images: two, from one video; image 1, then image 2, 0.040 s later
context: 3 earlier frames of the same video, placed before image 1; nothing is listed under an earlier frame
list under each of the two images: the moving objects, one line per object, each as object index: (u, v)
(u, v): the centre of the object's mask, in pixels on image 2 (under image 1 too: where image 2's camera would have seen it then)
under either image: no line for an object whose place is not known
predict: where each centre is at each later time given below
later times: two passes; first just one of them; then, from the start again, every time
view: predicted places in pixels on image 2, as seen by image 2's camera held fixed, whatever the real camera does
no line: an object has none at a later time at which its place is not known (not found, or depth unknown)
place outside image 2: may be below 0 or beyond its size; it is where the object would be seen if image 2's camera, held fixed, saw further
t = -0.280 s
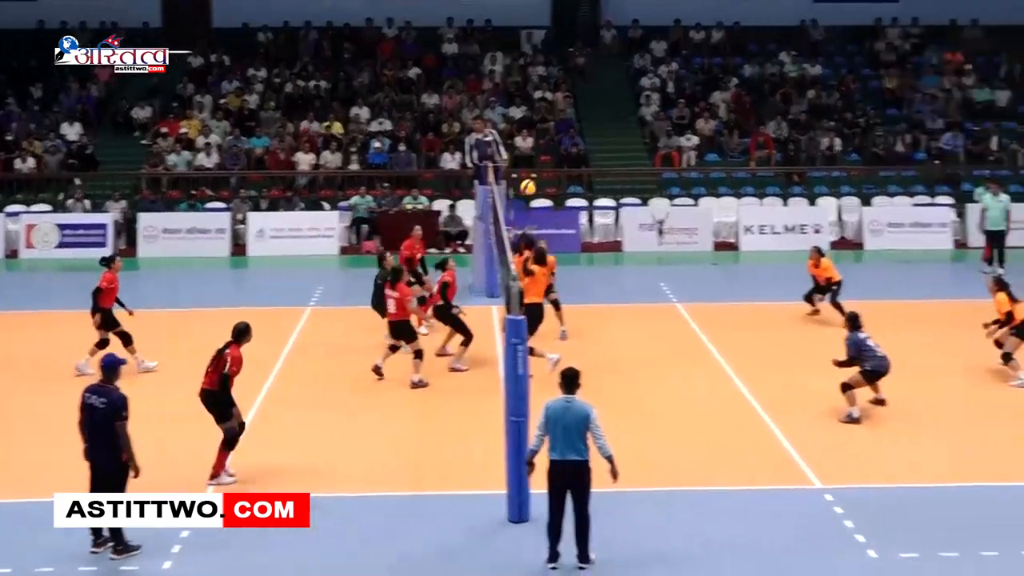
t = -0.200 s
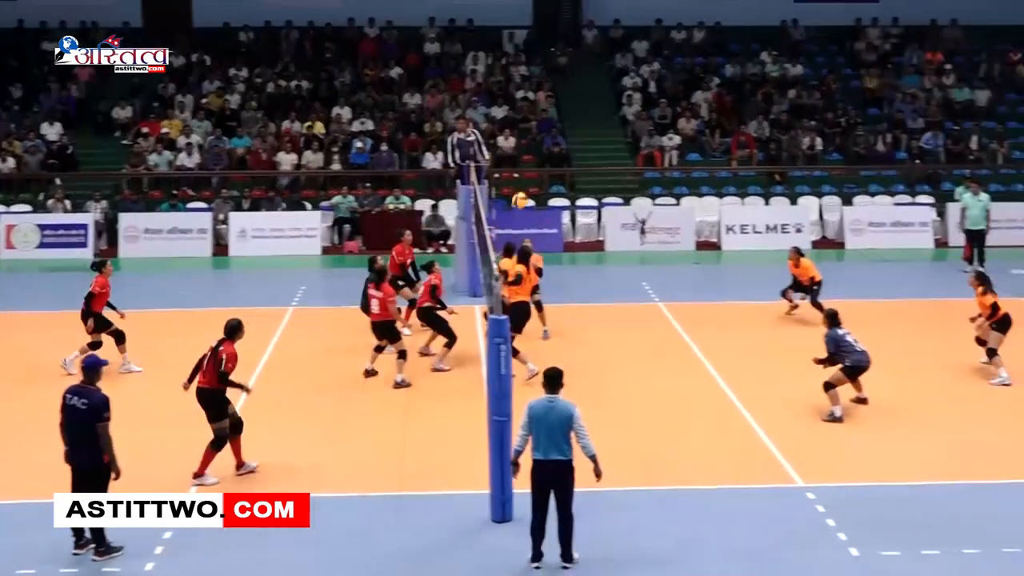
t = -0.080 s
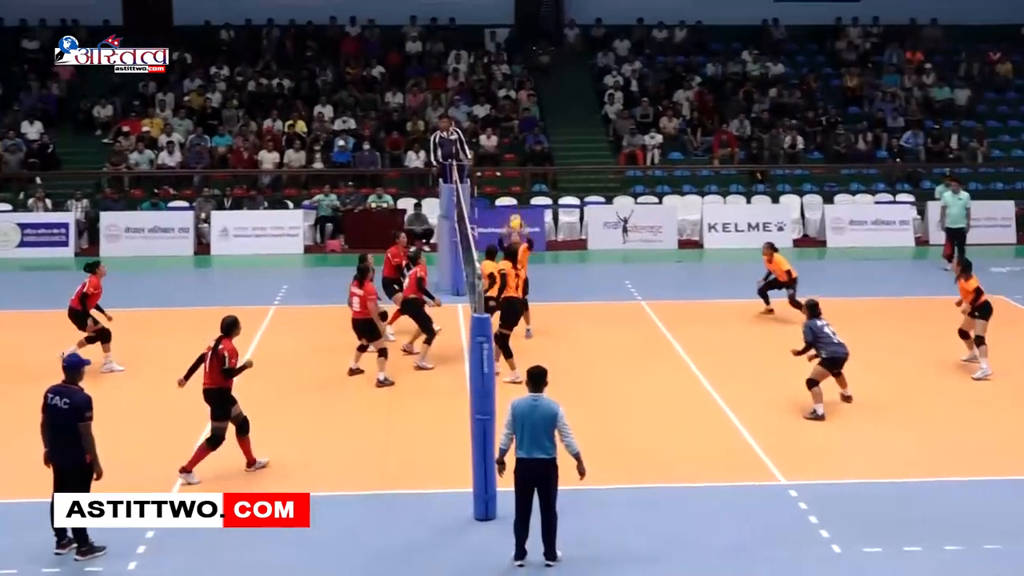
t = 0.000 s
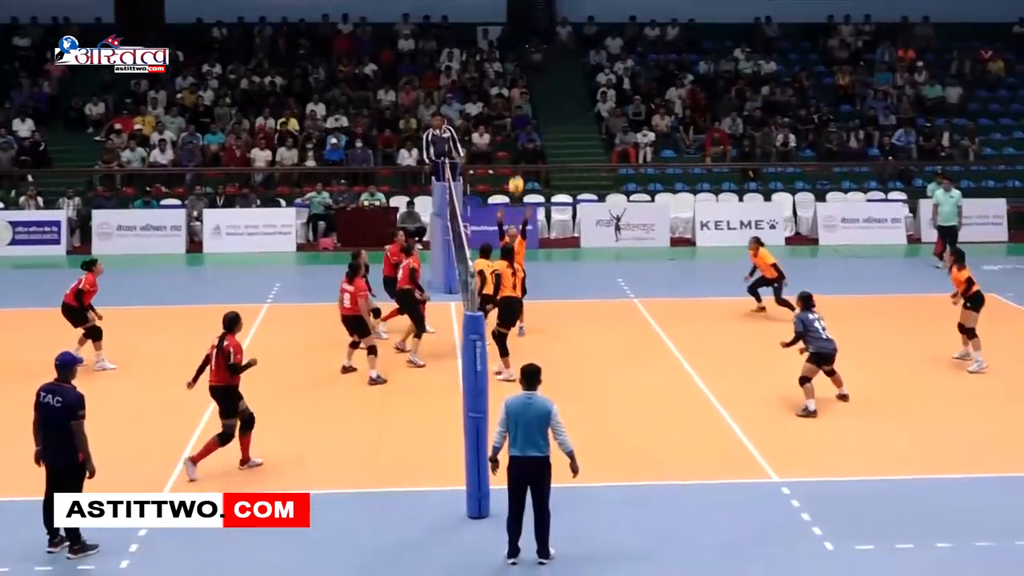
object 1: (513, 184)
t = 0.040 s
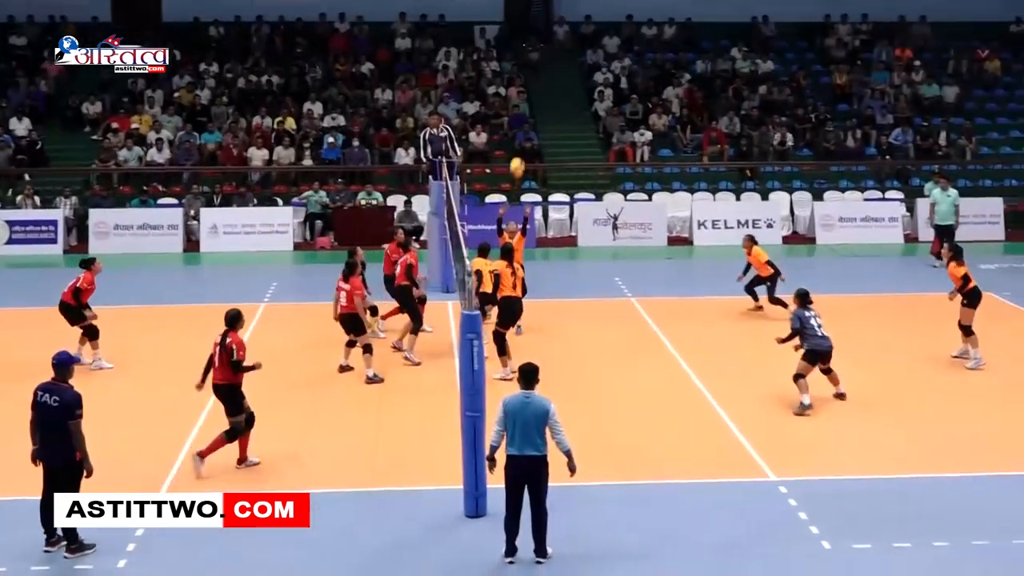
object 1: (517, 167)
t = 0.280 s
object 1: (539, 83)
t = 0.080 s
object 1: (520, 151)
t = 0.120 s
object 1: (524, 136)
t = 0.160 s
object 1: (528, 121)
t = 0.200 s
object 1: (532, 108)
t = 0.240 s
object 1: (535, 95)
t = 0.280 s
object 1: (539, 83)
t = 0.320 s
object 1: (543, 74)
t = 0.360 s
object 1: (546, 64)
